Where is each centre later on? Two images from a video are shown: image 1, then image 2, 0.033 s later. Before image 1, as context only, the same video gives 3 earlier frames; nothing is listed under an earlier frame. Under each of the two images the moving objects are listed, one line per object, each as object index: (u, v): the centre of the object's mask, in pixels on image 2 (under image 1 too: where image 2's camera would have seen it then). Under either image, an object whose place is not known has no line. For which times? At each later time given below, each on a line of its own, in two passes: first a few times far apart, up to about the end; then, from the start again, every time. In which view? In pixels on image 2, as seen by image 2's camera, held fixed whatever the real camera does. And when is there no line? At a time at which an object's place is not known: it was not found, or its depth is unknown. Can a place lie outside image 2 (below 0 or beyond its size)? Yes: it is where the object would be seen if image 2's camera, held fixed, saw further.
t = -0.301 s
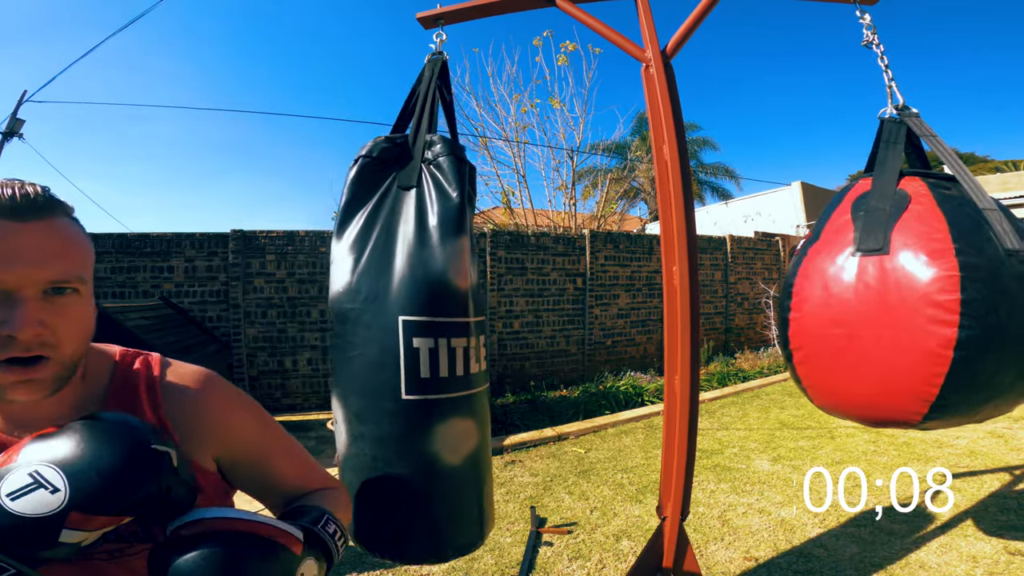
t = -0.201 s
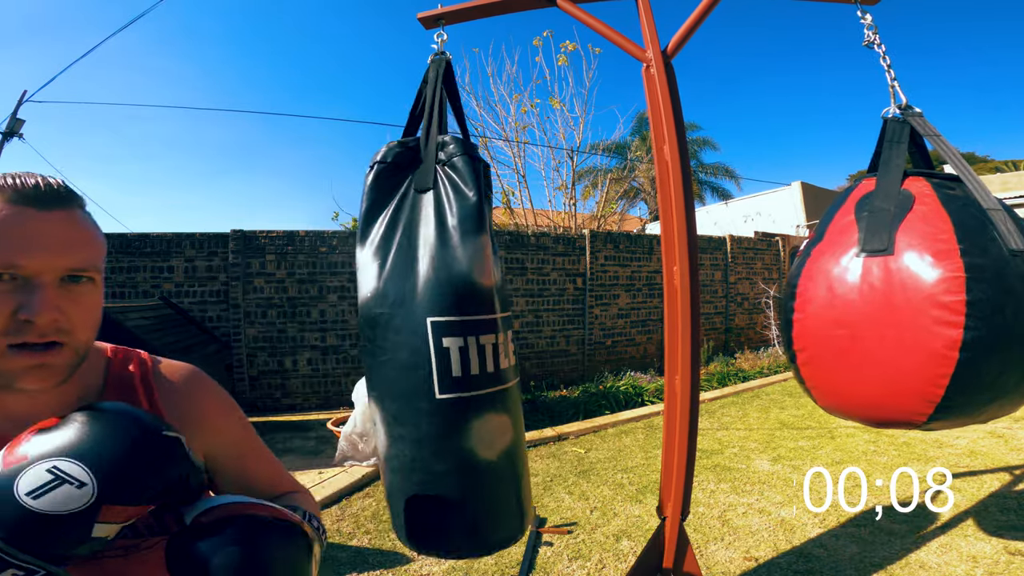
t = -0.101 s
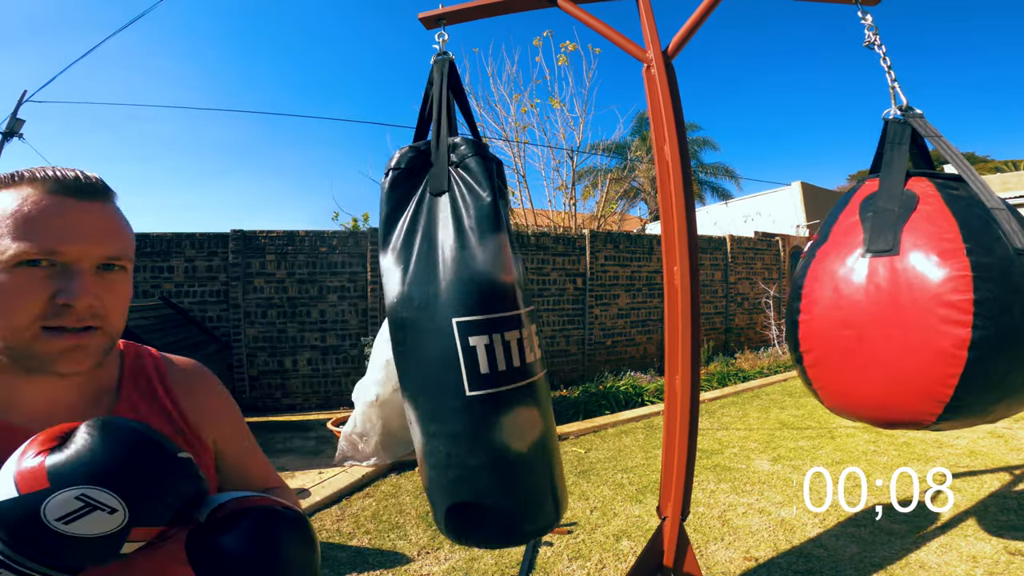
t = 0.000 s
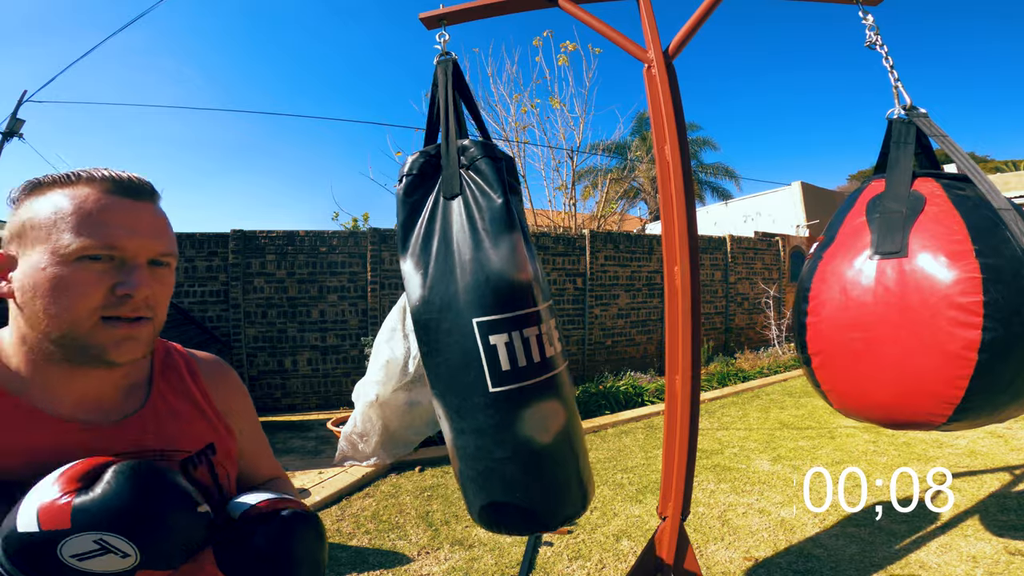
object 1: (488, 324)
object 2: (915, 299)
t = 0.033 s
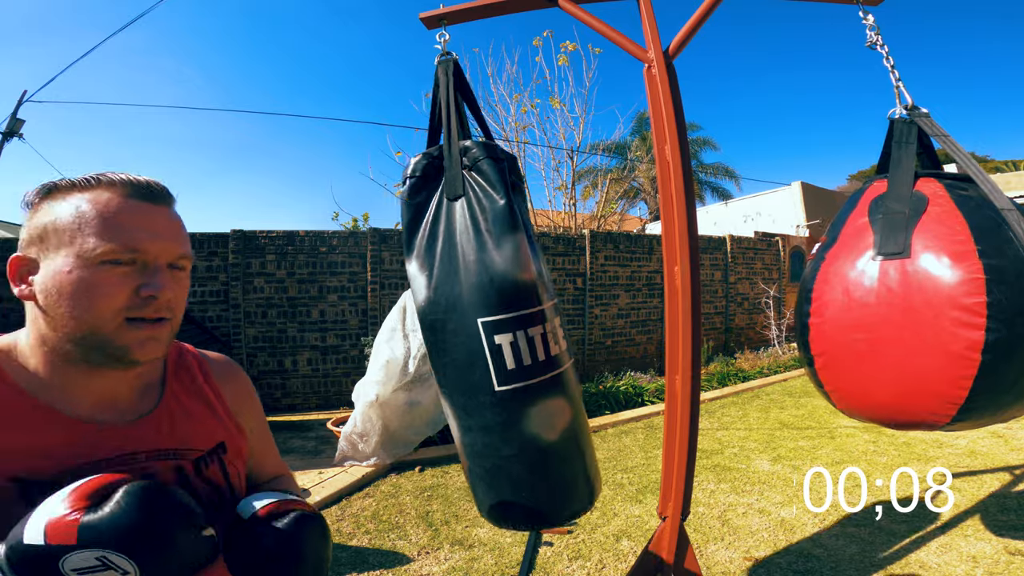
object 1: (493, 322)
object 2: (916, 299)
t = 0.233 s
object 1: (512, 308)
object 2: (924, 297)
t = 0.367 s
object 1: (510, 302)
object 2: (929, 296)
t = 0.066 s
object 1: (498, 319)
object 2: (917, 299)
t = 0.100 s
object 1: (502, 316)
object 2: (919, 298)
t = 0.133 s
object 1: (506, 314)
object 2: (920, 298)
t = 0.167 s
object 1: (509, 312)
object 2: (922, 298)
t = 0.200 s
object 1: (511, 310)
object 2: (923, 298)
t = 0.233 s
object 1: (512, 308)
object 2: (924, 297)
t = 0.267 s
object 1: (512, 306)
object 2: (925, 297)
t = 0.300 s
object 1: (512, 305)
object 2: (927, 297)
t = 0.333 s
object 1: (511, 303)
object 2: (928, 296)
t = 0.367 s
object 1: (510, 302)
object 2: (929, 296)
